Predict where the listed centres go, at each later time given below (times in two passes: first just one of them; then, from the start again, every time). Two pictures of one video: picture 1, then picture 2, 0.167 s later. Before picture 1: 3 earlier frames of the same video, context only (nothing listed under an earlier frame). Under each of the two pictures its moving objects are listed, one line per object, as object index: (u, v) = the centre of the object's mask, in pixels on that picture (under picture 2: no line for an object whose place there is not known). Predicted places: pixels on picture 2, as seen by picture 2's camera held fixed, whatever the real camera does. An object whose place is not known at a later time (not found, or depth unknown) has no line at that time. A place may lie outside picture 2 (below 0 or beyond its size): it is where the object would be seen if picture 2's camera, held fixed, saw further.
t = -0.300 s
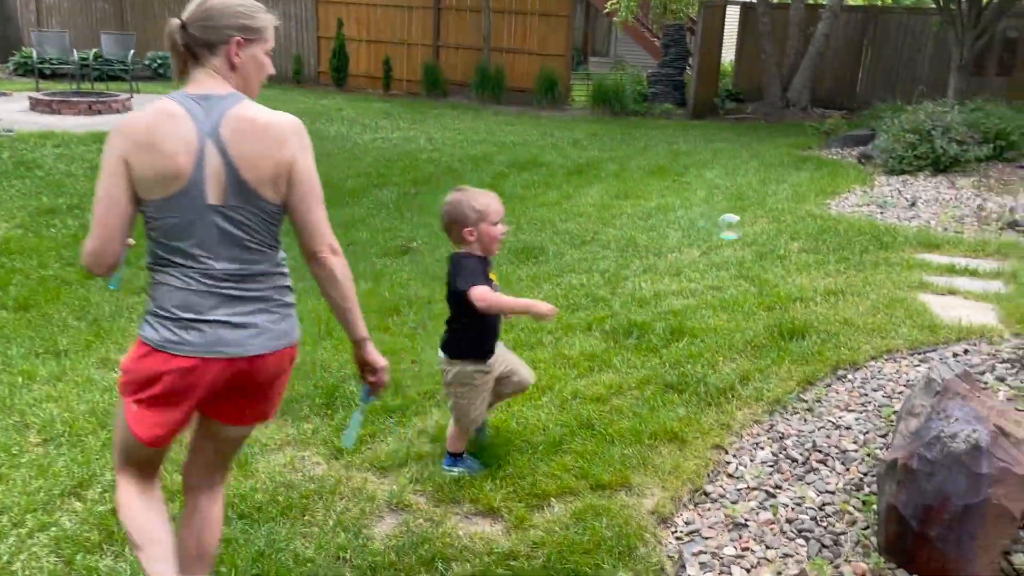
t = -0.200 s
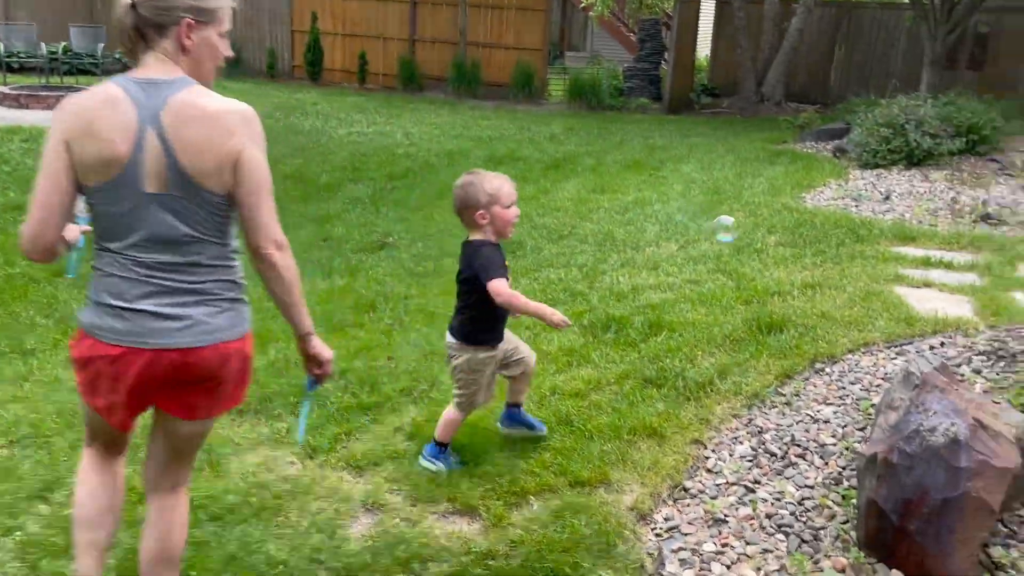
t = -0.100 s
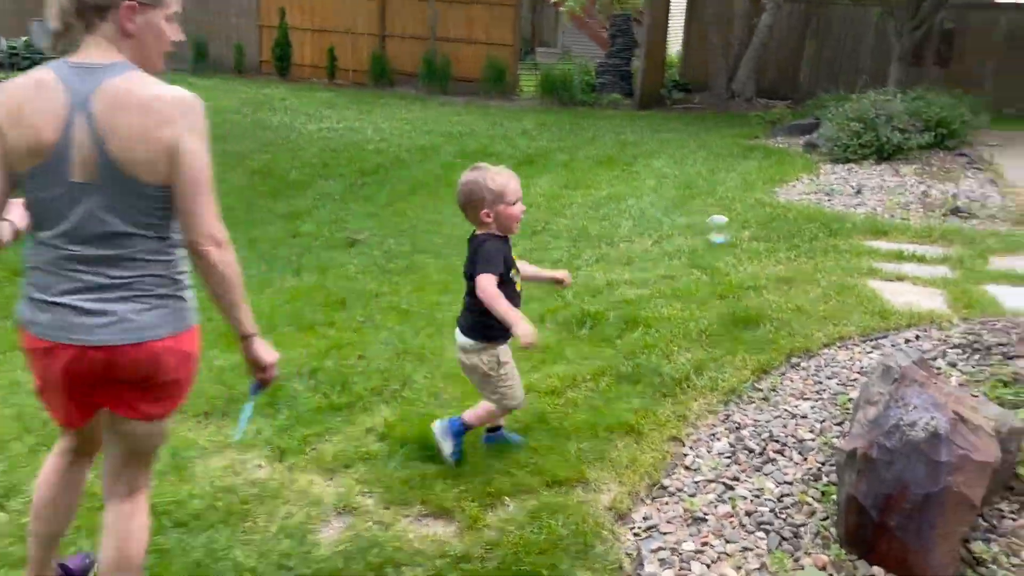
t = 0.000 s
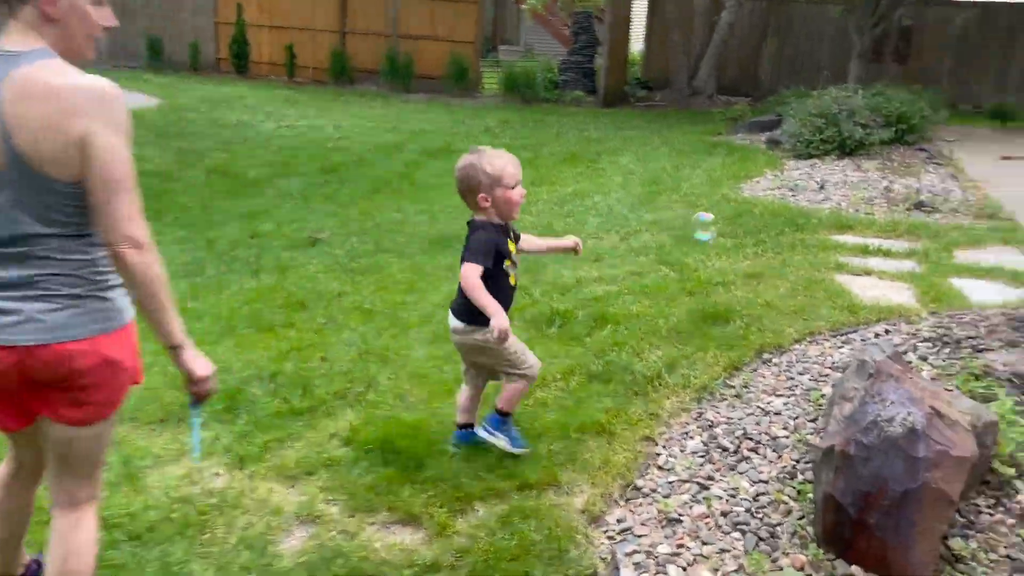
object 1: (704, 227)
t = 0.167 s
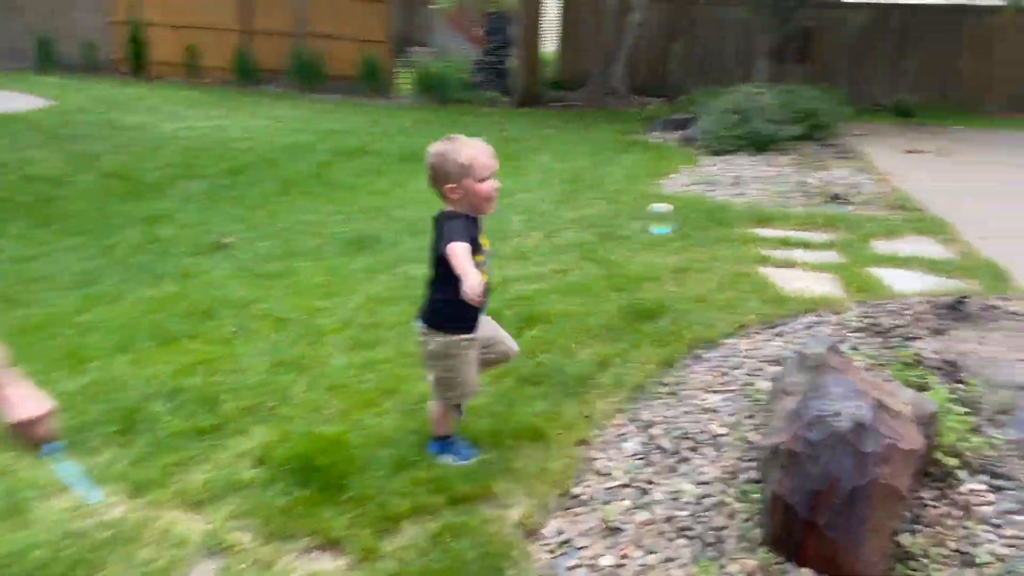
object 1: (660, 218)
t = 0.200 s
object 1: (668, 217)
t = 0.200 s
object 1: (668, 217)
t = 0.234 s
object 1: (675, 217)
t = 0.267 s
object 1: (683, 215)
